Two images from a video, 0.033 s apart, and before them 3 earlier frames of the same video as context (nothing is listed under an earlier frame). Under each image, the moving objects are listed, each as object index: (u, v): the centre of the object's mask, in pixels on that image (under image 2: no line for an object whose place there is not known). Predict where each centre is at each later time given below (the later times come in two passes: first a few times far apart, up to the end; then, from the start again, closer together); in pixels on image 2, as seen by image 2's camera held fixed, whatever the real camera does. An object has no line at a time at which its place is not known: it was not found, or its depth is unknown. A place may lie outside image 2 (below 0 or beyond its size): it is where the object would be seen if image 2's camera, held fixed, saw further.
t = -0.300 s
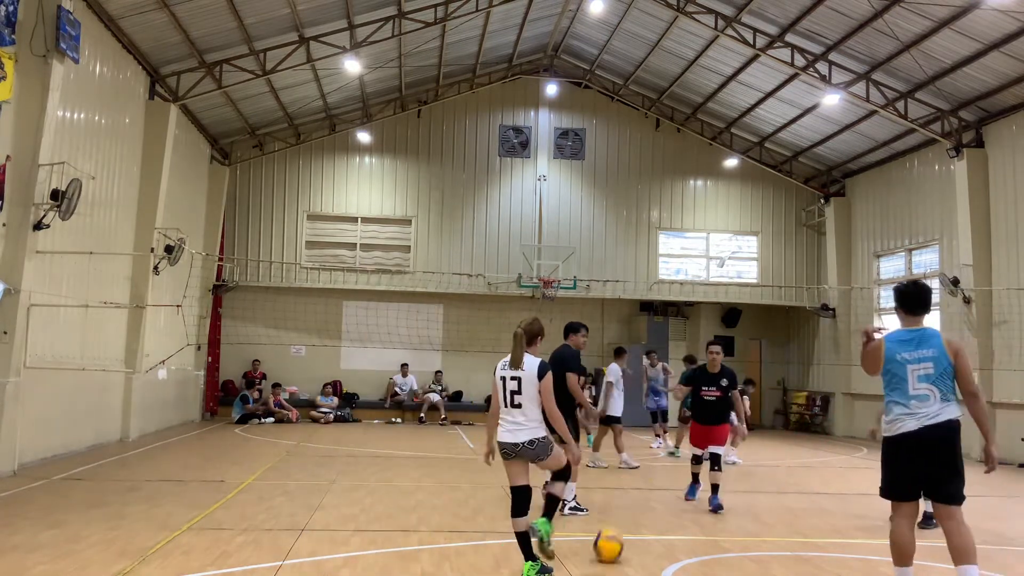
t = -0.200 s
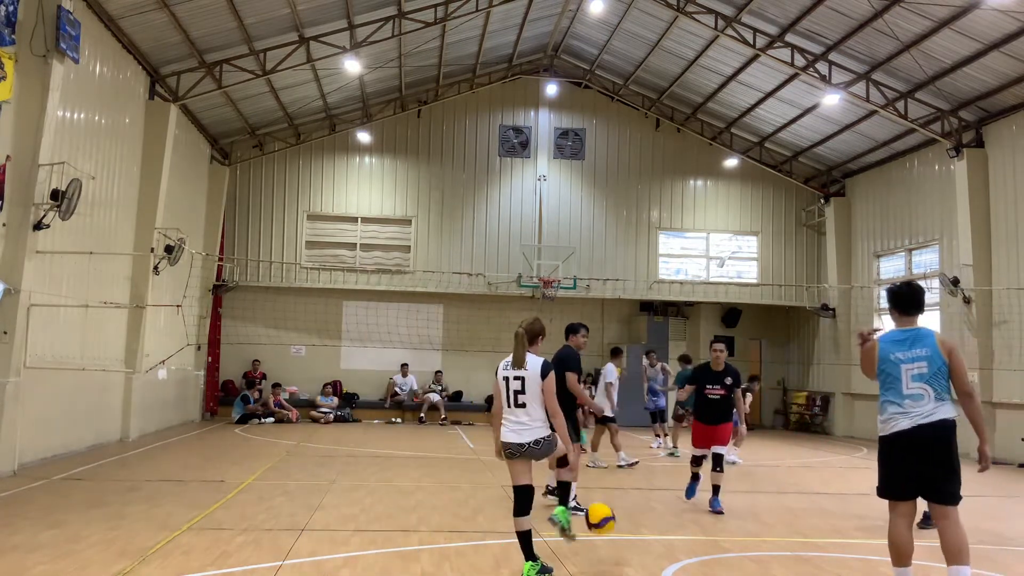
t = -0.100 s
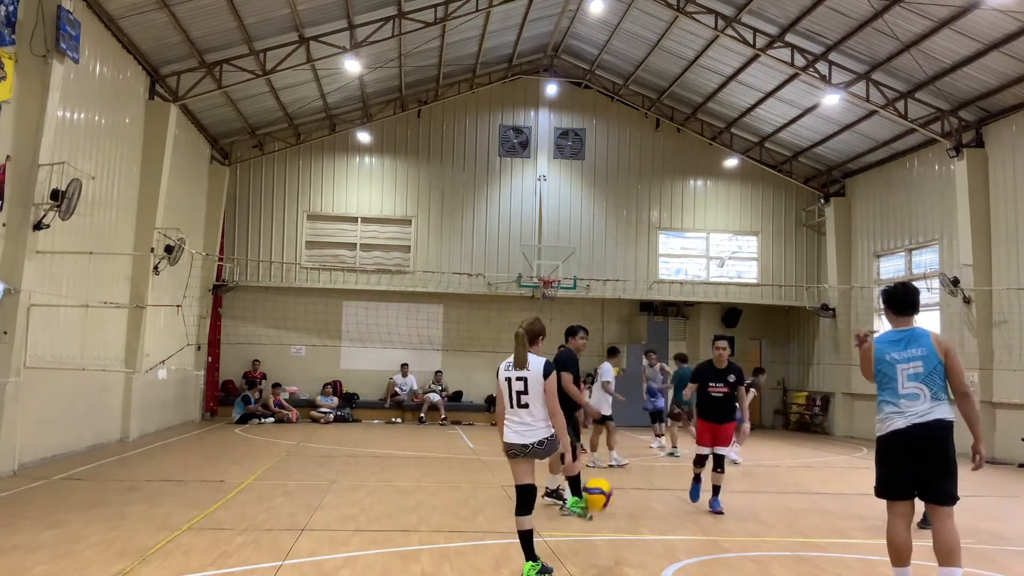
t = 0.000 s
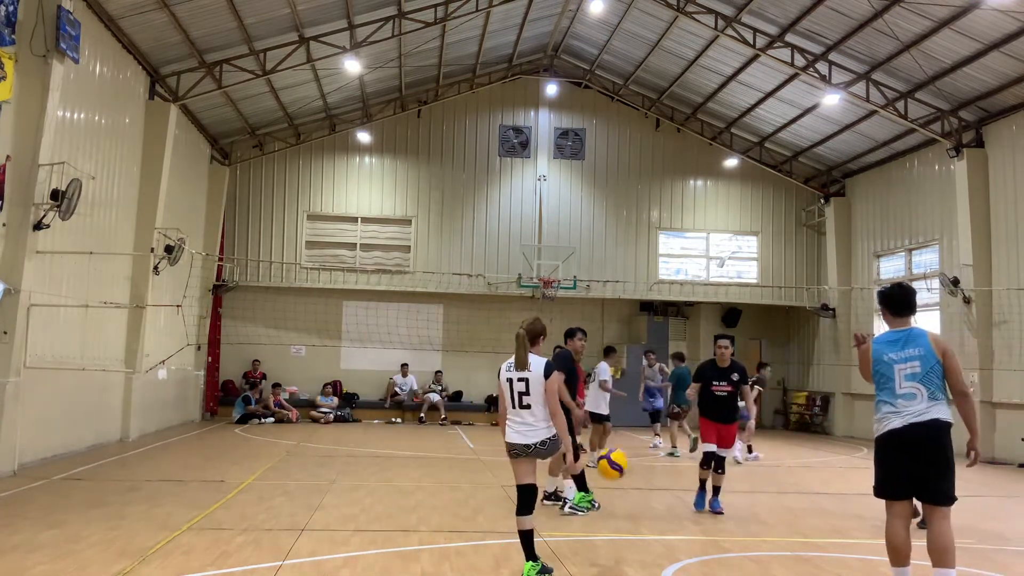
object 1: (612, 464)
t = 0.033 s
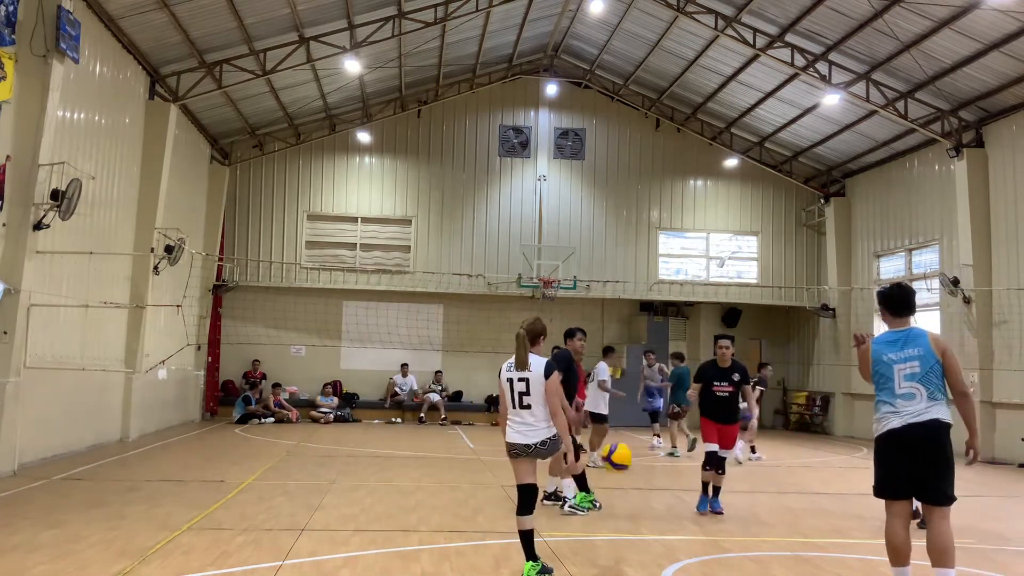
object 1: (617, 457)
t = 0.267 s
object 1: (649, 454)
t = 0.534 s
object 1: (684, 545)
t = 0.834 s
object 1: (693, 478)
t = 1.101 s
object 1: (700, 522)
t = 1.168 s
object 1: (702, 549)
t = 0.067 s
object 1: (622, 452)
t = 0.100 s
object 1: (627, 448)
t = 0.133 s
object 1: (631, 447)
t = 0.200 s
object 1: (640, 447)
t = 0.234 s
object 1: (644, 451)
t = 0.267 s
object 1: (649, 454)
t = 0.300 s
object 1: (654, 461)
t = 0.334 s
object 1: (658, 468)
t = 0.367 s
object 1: (663, 478)
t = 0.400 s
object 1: (667, 488)
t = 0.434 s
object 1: (671, 500)
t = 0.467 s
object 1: (675, 514)
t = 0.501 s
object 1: (679, 528)
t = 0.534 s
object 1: (684, 545)
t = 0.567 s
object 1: (685, 532)
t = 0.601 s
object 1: (687, 520)
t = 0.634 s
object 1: (687, 510)
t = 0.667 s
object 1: (688, 501)
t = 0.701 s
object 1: (689, 493)
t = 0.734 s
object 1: (690, 487)
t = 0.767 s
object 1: (691, 482)
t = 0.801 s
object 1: (692, 480)
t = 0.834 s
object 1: (693, 478)
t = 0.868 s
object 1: (694, 478)
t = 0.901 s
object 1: (695, 479)
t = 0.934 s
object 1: (696, 483)
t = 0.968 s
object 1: (697, 487)
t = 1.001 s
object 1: (697, 494)
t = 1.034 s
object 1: (699, 502)
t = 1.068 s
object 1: (700, 512)
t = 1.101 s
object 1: (700, 522)
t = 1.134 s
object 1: (701, 535)
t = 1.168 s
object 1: (702, 549)
